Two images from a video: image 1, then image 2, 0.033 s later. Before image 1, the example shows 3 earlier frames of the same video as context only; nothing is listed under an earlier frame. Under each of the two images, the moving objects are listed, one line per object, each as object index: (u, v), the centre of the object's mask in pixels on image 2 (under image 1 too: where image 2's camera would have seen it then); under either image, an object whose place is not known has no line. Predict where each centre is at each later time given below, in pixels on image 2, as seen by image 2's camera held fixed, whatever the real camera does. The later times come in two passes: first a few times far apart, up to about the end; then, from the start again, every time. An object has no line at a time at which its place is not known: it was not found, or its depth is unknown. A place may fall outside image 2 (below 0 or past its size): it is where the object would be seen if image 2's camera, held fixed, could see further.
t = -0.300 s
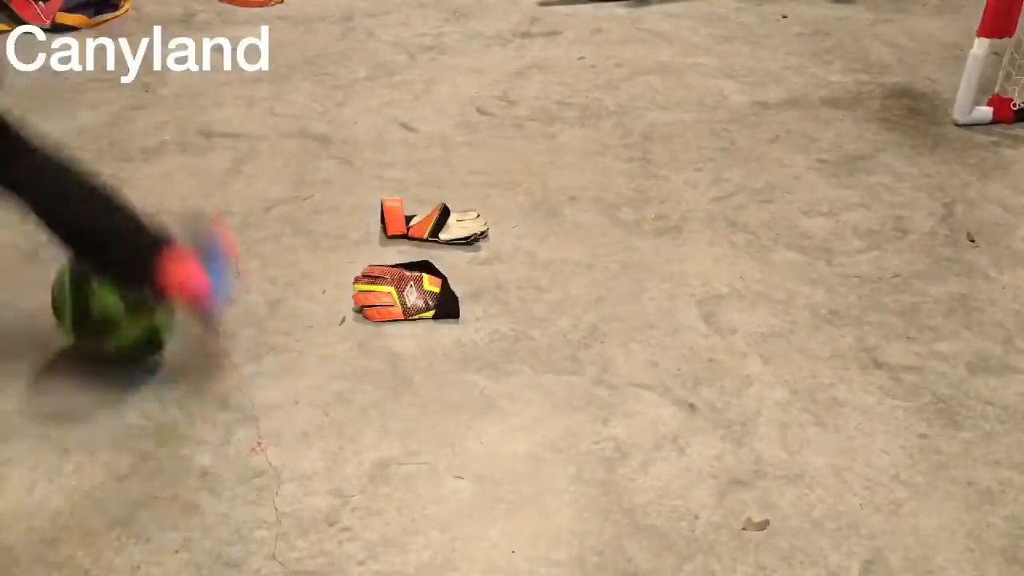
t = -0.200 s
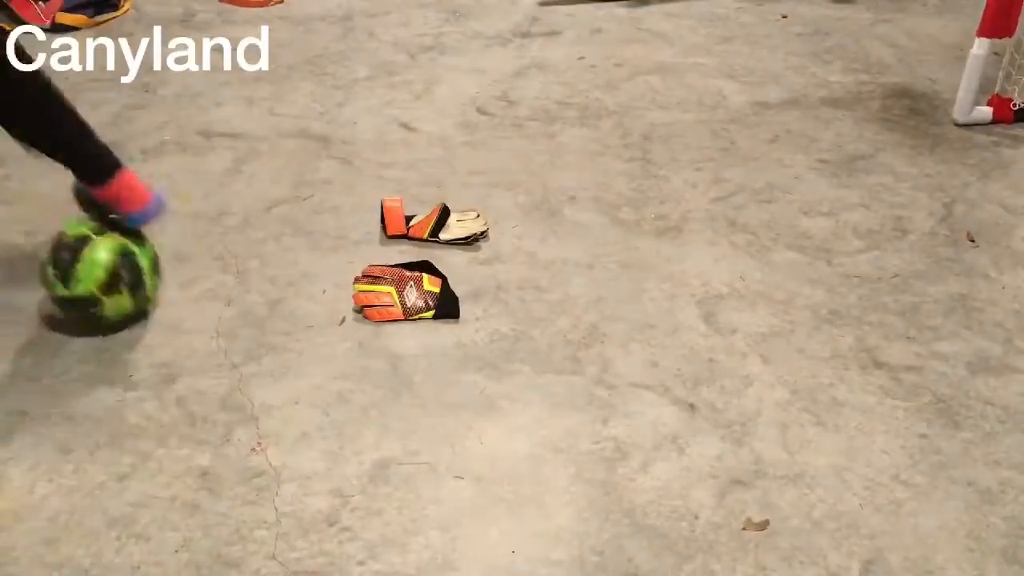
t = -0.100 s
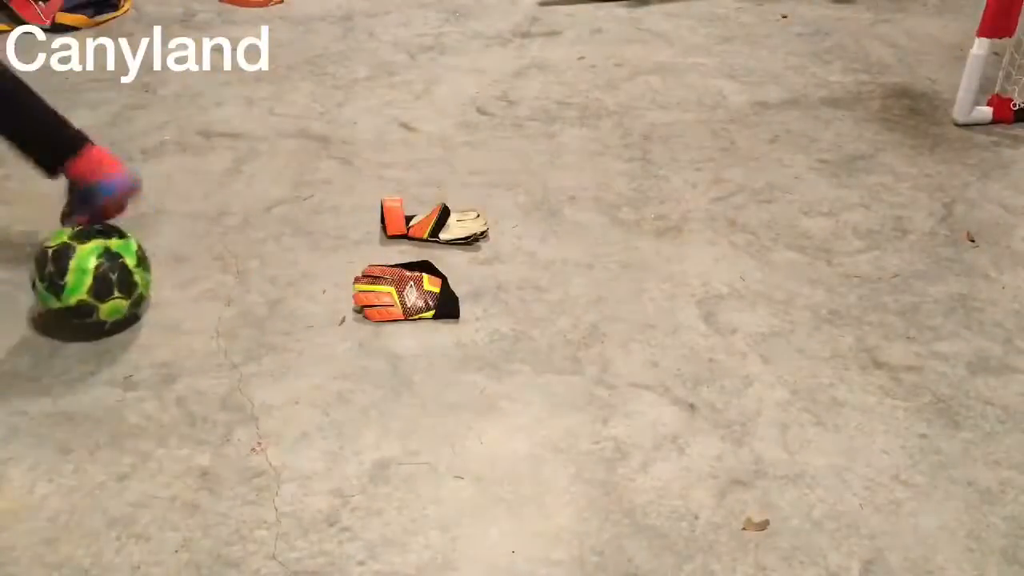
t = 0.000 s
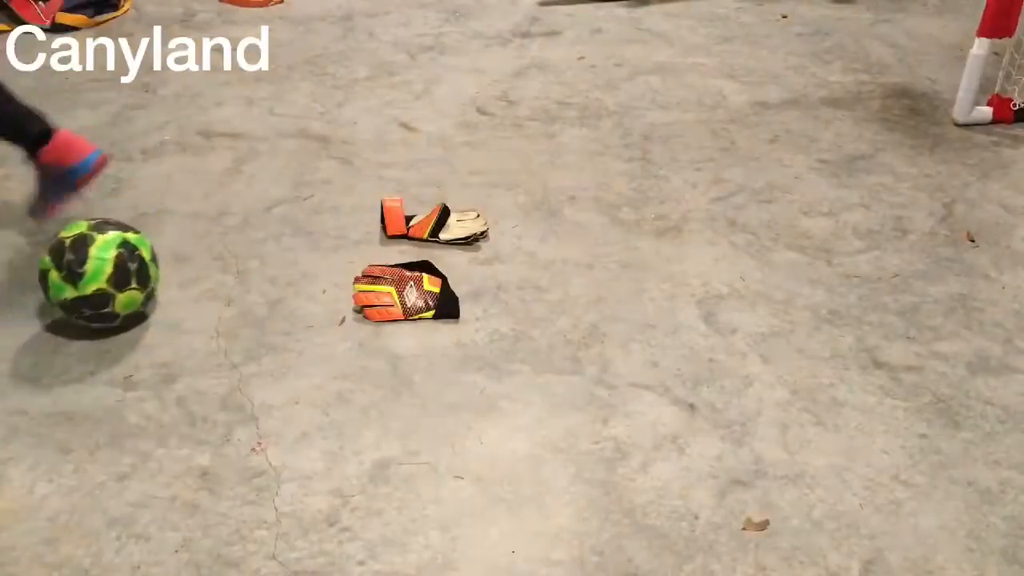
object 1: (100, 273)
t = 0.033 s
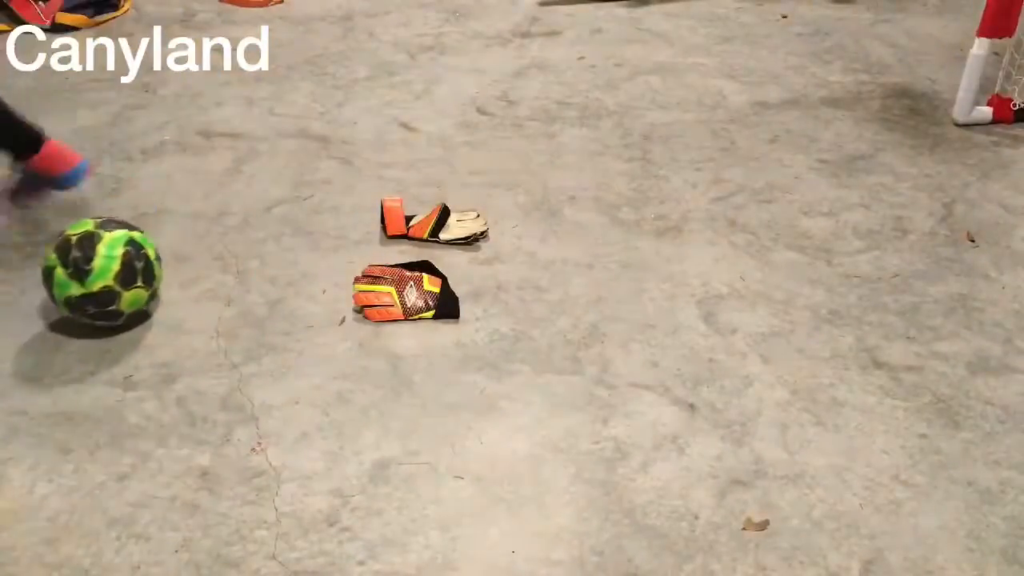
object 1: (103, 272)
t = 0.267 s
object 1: (124, 264)
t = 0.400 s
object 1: (135, 261)
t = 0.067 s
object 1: (106, 271)
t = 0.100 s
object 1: (108, 270)
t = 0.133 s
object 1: (111, 269)
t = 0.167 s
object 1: (114, 268)
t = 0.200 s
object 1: (117, 267)
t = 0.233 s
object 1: (120, 266)
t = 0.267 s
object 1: (124, 264)
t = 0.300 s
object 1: (127, 263)
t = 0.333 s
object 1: (129, 263)
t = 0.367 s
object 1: (133, 262)
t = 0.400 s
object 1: (135, 261)
